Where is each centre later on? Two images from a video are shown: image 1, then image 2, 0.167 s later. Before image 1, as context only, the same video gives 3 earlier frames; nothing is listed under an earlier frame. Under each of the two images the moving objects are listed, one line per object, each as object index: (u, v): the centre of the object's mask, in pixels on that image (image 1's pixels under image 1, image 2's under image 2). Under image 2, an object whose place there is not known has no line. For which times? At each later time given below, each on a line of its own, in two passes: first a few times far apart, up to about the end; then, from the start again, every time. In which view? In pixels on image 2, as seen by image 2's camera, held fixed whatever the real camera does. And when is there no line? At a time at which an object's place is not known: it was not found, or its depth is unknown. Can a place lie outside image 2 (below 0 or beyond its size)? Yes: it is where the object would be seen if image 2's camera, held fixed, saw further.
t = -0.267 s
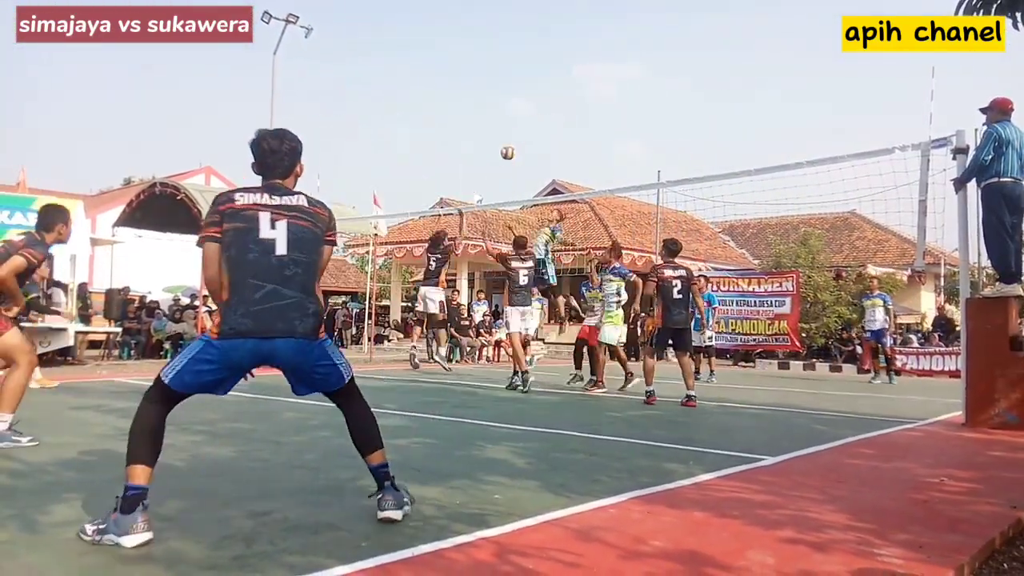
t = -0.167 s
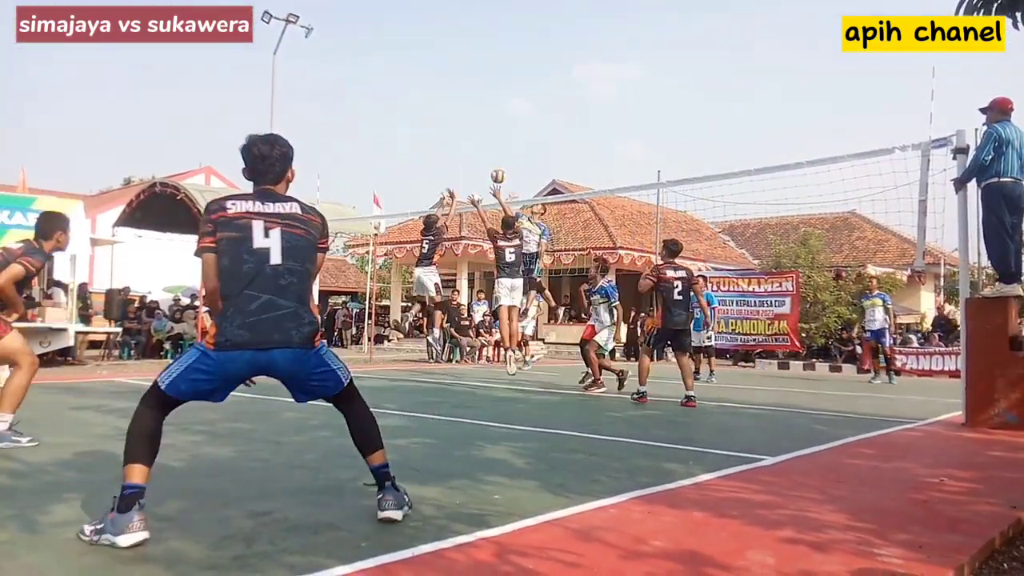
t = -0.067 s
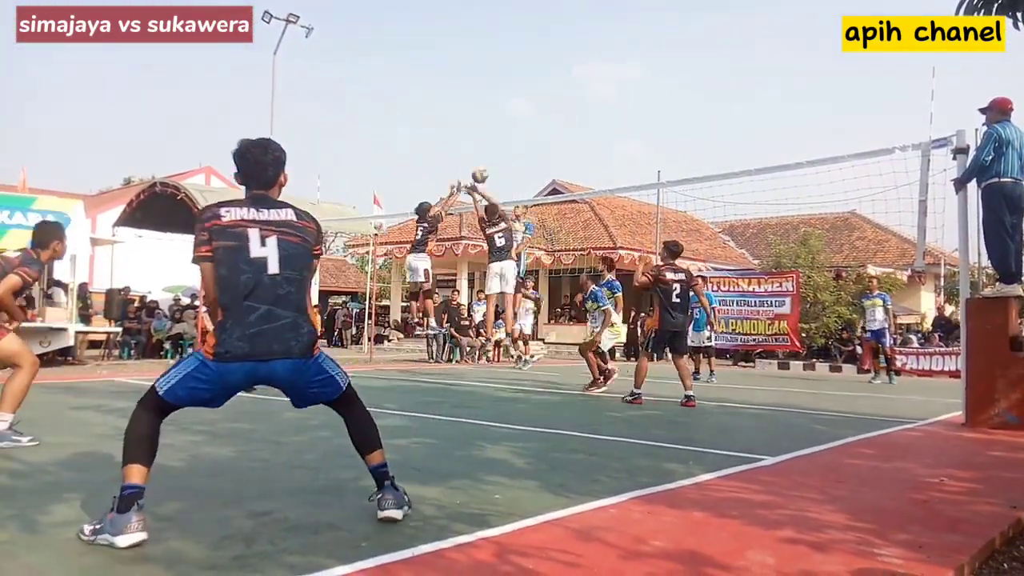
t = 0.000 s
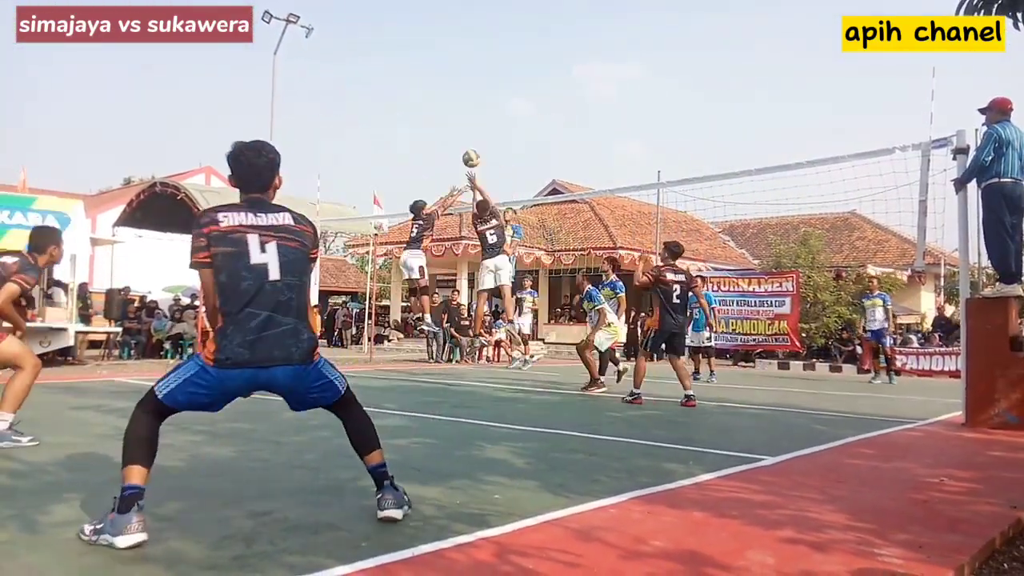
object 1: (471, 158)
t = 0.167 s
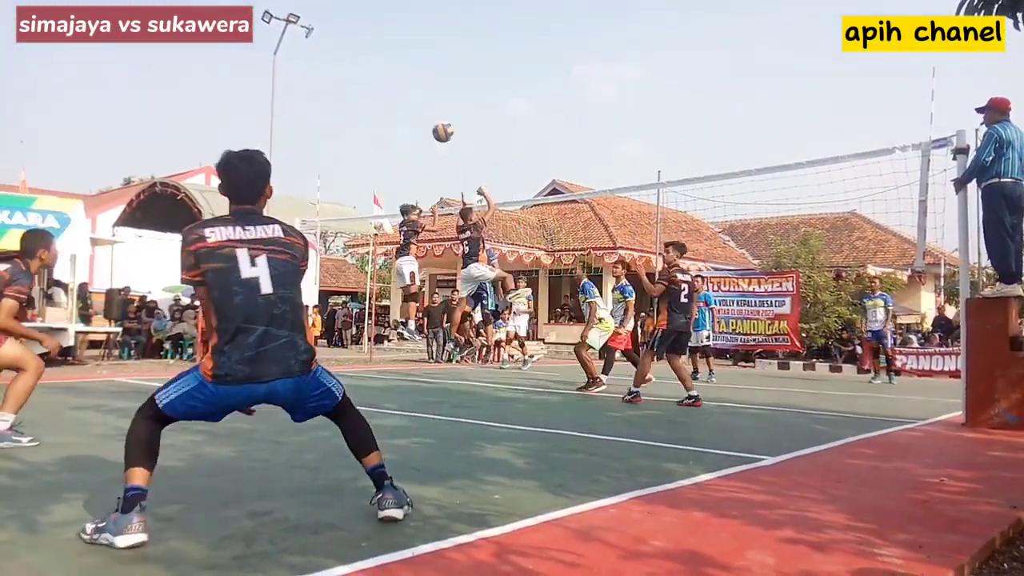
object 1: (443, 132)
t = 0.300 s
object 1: (411, 131)
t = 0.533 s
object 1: (317, 217)
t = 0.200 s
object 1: (435, 128)
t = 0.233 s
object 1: (428, 128)
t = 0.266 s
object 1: (420, 128)
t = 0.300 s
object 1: (411, 131)
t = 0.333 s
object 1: (401, 135)
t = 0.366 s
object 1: (391, 141)
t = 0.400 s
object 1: (379, 150)
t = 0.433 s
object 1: (365, 162)
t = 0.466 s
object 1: (351, 176)
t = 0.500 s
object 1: (335, 194)
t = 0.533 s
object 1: (317, 217)
